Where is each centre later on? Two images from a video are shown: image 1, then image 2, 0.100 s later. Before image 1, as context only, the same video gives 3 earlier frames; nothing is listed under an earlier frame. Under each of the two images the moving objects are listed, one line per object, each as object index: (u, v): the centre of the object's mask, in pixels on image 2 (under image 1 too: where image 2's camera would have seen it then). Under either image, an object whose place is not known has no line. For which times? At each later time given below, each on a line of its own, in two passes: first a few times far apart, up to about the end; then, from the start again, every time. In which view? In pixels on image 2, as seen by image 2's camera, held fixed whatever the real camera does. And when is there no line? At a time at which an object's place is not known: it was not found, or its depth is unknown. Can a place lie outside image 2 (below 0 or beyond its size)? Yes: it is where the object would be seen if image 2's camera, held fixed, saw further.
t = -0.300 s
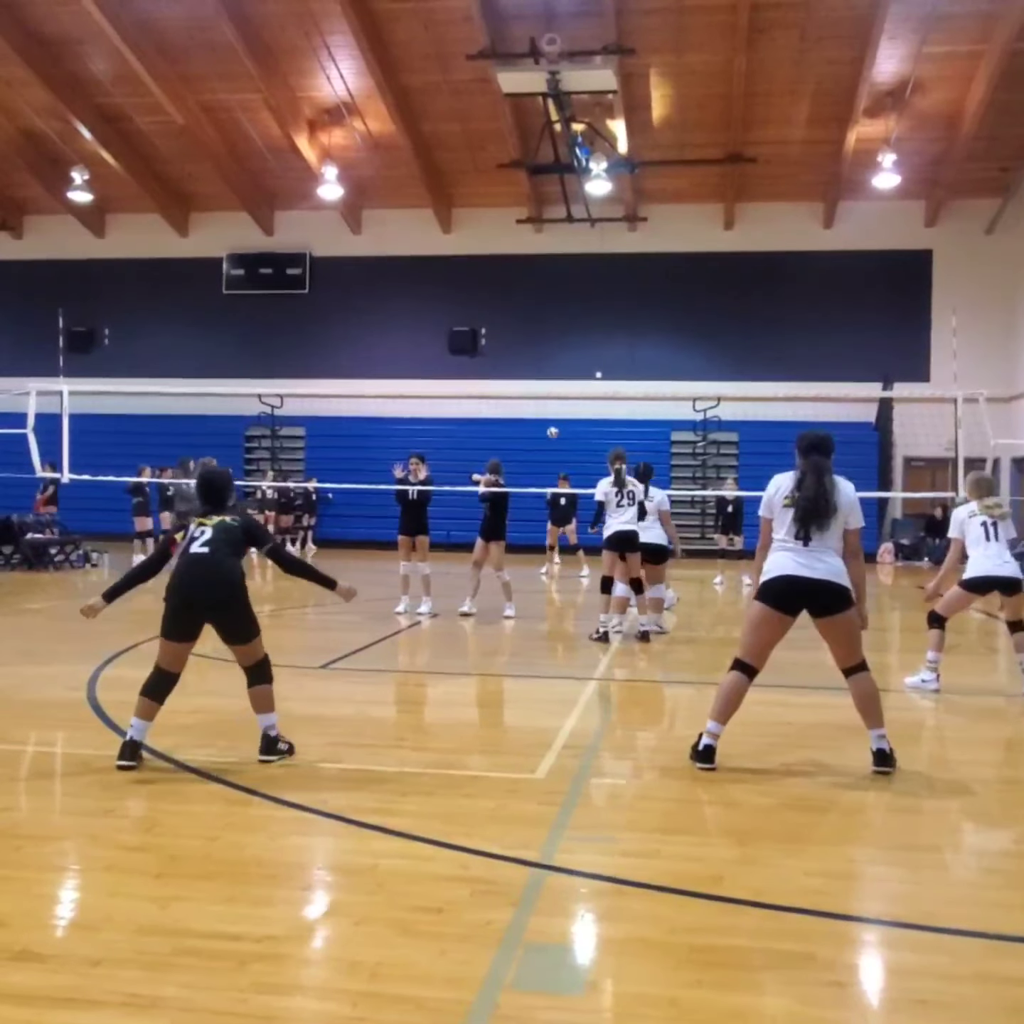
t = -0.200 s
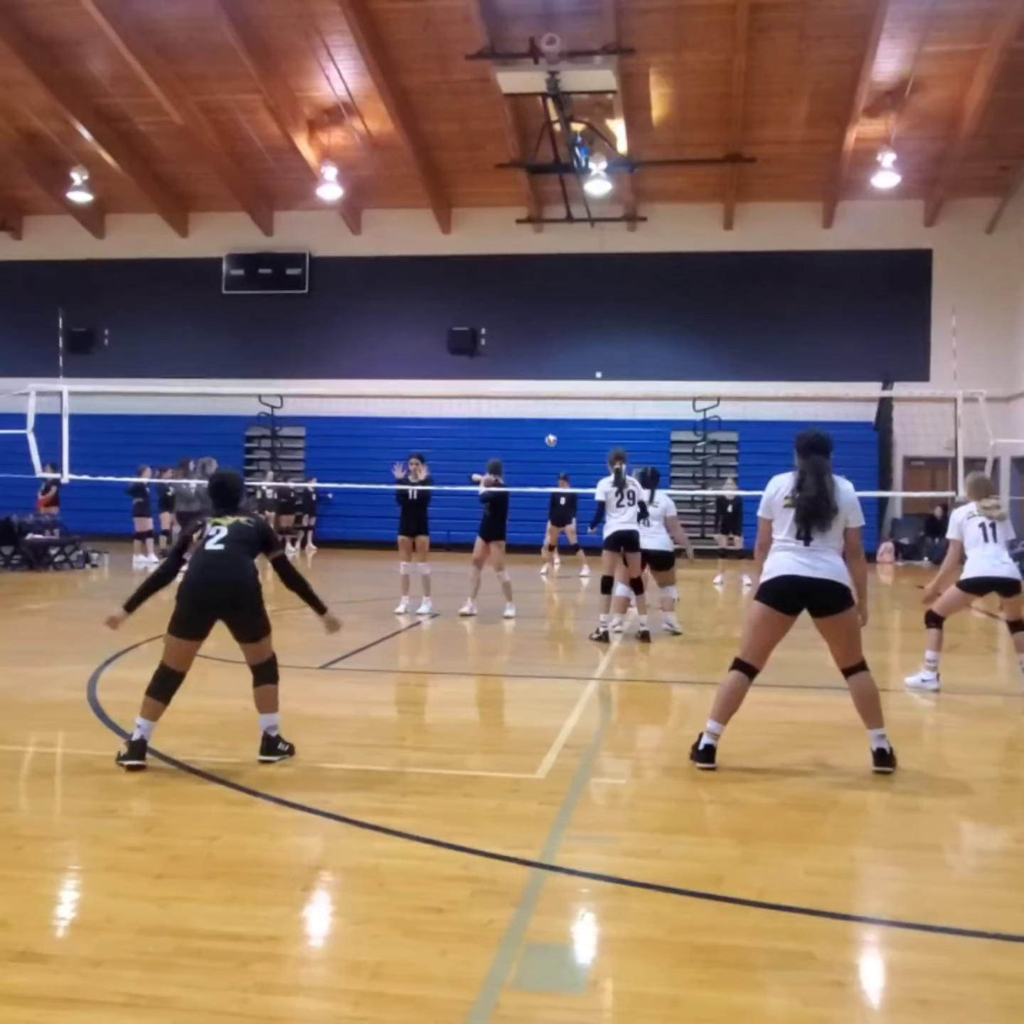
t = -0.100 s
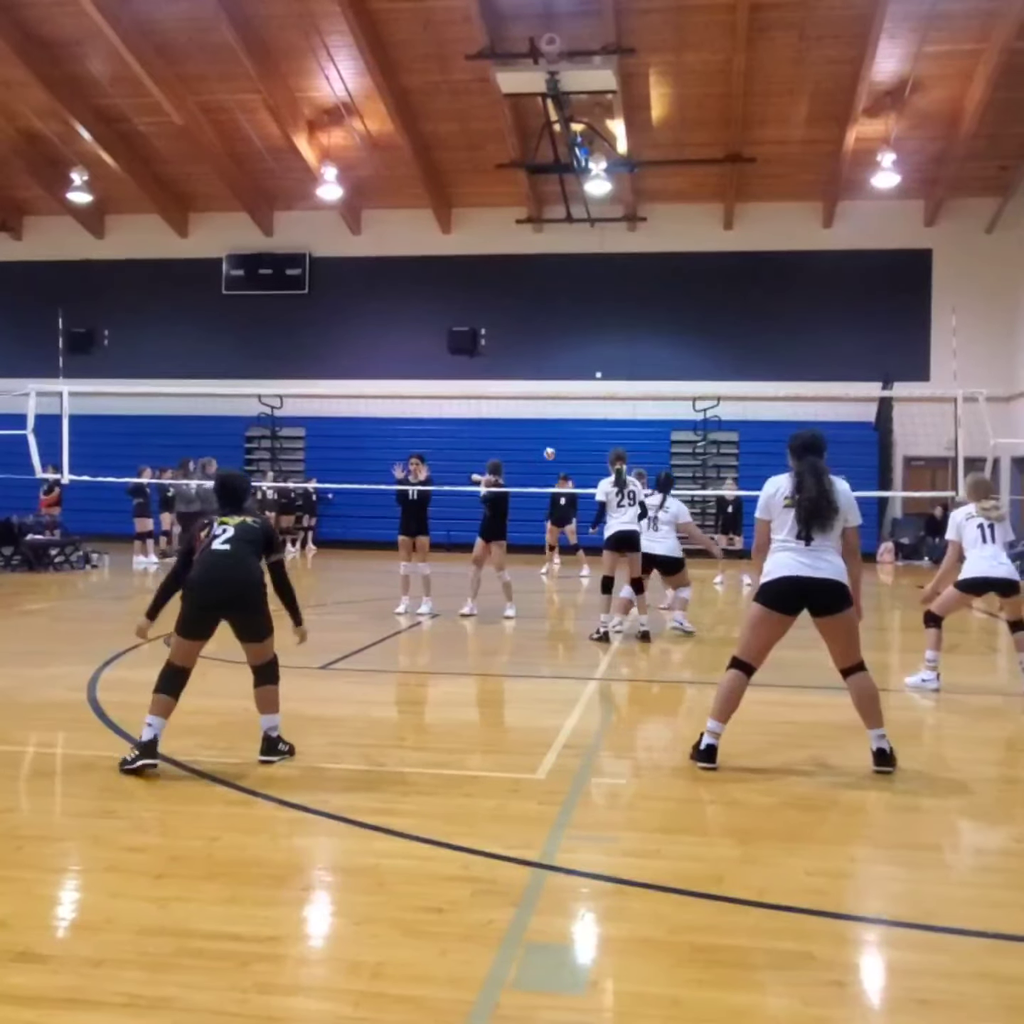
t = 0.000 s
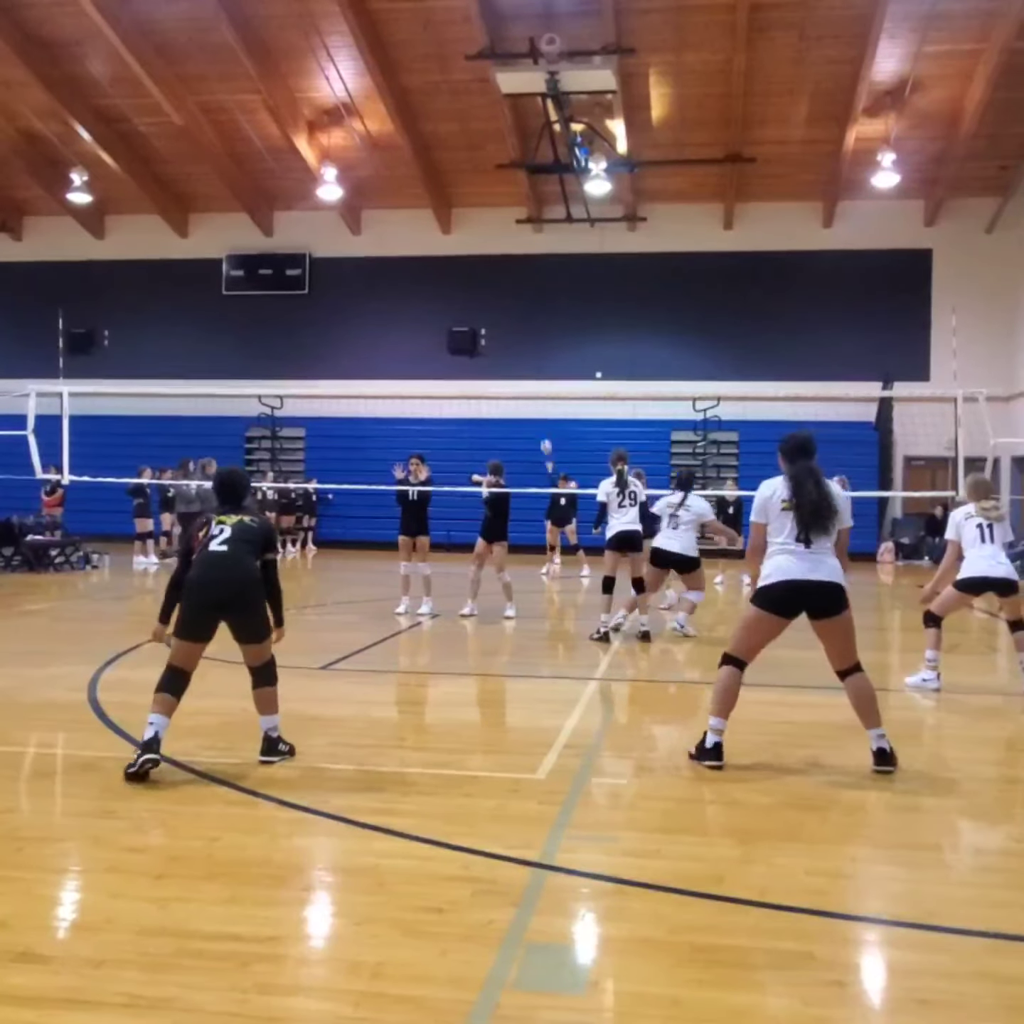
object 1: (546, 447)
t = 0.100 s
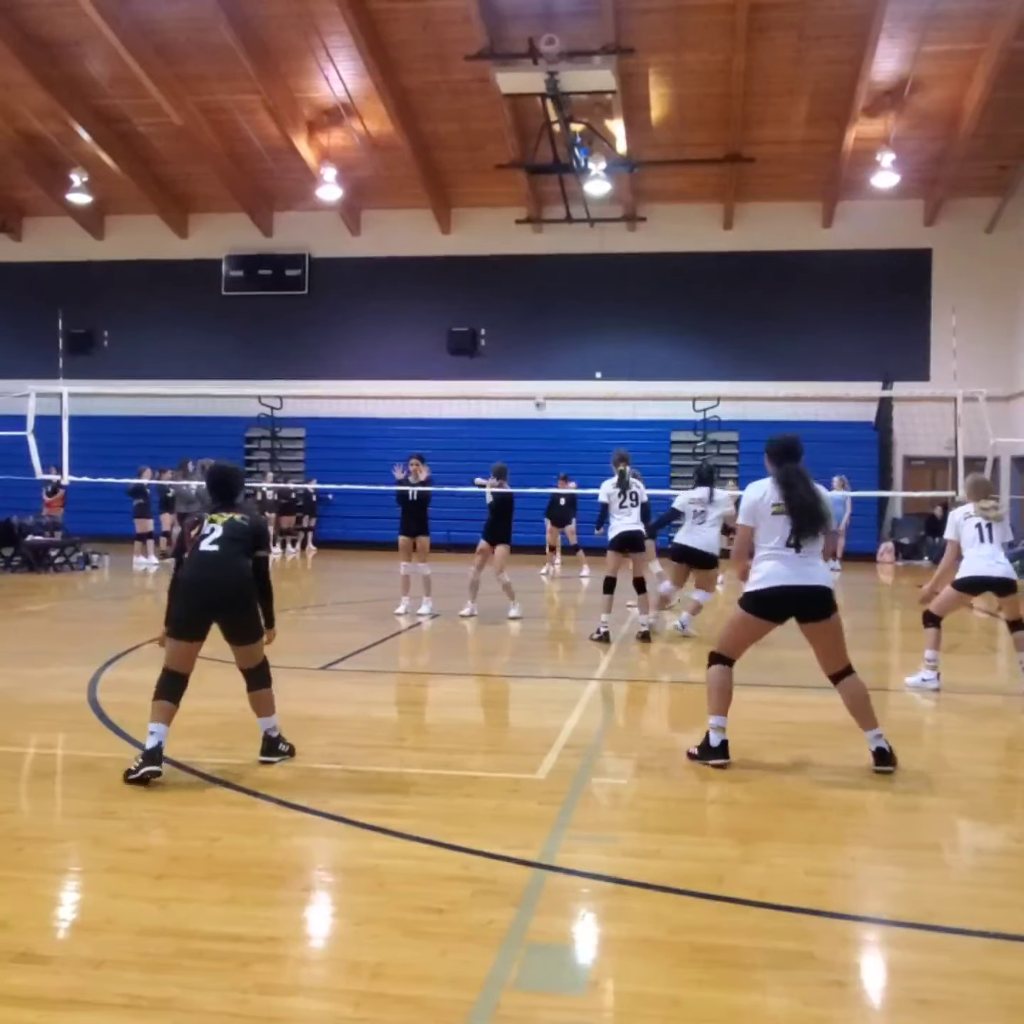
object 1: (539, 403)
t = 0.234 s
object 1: (530, 346)
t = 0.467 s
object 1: (509, 257)
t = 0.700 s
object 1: (481, 185)
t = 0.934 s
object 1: (442, 140)
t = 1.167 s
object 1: (381, 137)
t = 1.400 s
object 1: (280, 208)
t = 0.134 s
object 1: (538, 388)
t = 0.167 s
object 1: (535, 373)
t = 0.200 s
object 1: (533, 359)
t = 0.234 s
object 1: (530, 346)
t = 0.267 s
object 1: (527, 332)
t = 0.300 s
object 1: (525, 319)
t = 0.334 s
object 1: (522, 306)
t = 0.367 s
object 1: (519, 293)
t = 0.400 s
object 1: (516, 280)
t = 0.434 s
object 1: (513, 268)
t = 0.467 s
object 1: (509, 257)
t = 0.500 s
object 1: (506, 244)
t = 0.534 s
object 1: (503, 233)
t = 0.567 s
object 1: (499, 222)
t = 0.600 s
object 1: (493, 212)
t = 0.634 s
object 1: (490, 203)
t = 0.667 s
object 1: (486, 194)
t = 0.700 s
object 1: (481, 185)
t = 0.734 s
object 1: (477, 177)
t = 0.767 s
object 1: (472, 169)
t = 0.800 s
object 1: (466, 162)
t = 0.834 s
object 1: (462, 156)
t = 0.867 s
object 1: (455, 150)
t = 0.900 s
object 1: (449, 145)
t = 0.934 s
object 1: (442, 140)
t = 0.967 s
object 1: (435, 136)
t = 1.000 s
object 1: (427, 134)
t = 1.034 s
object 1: (419, 132)
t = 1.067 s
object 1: (410, 131)
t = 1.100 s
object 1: (401, 132)
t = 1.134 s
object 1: (391, 134)
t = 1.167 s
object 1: (381, 137)
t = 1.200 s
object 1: (369, 142)
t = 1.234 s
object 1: (357, 146)
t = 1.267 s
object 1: (343, 156)
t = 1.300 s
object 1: (328, 162)
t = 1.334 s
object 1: (311, 177)
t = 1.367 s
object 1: (296, 192)
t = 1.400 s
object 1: (280, 208)
